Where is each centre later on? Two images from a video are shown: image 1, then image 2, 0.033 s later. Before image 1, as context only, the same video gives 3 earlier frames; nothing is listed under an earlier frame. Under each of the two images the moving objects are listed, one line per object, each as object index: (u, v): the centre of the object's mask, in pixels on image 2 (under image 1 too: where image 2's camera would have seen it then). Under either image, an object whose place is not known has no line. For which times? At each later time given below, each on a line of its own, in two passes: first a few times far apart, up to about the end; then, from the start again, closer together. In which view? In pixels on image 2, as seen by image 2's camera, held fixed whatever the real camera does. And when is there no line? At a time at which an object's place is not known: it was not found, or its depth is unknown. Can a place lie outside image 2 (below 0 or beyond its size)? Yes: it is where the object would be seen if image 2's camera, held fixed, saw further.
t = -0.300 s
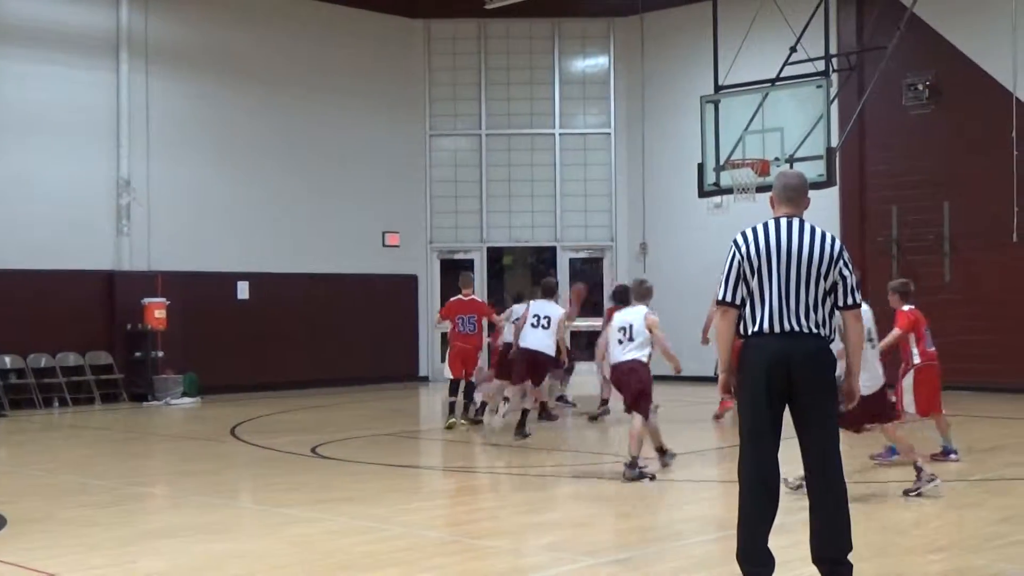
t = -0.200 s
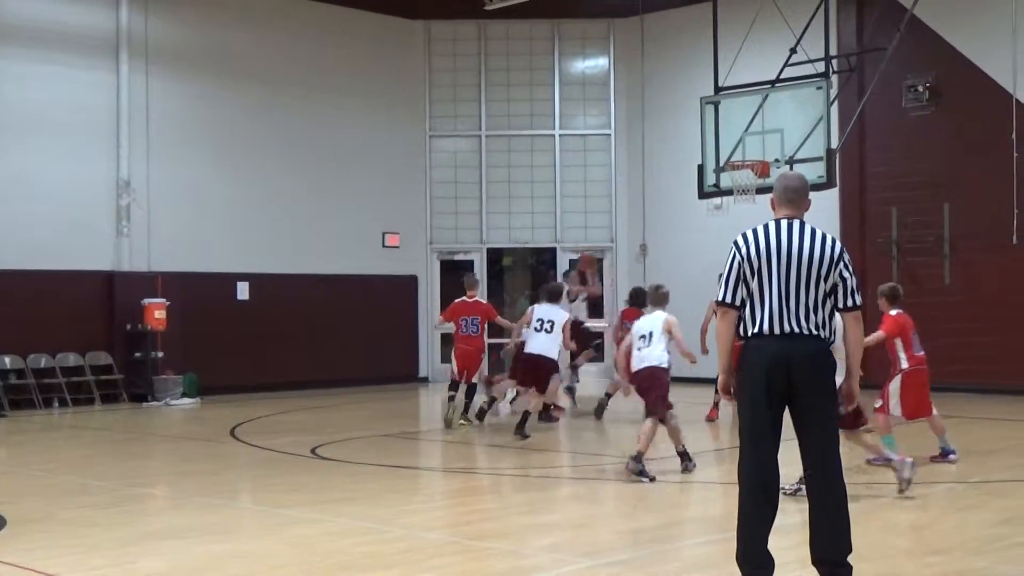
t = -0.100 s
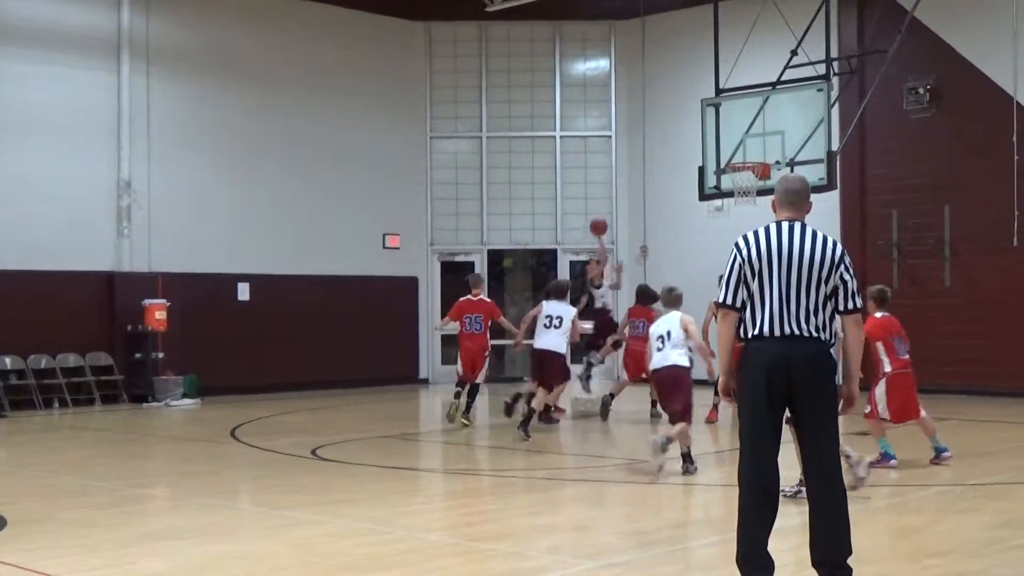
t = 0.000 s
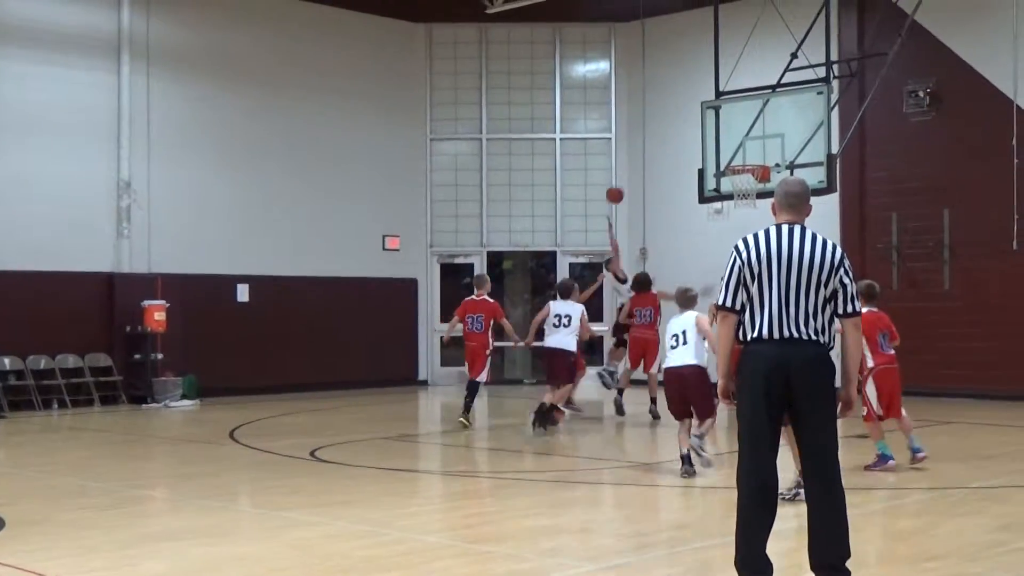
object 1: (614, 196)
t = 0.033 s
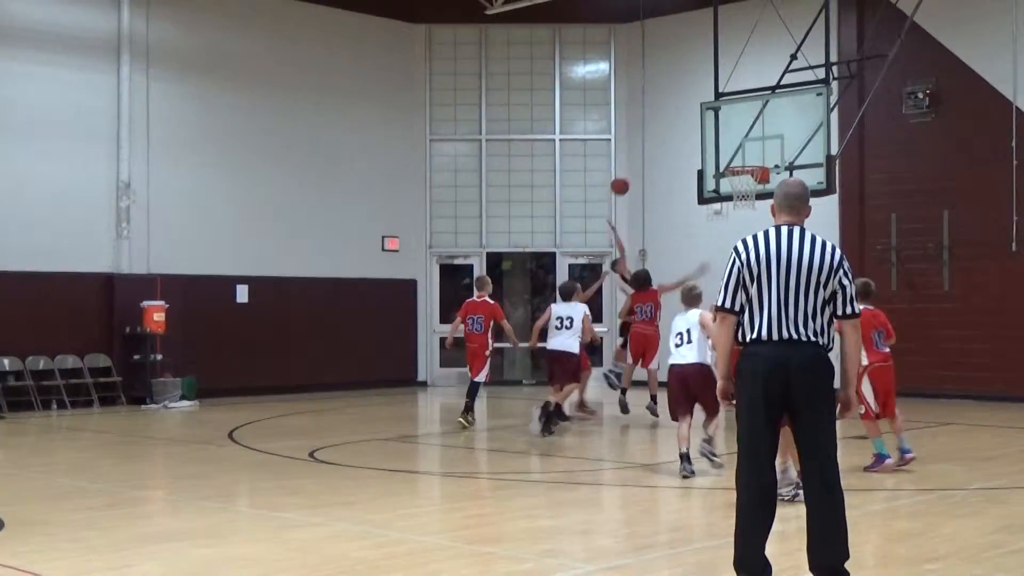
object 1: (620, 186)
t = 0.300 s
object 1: (666, 137)
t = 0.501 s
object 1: (704, 136)
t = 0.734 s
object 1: (748, 176)
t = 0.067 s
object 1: (625, 177)
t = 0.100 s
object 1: (631, 169)
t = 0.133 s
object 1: (637, 162)
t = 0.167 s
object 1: (643, 155)
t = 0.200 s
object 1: (649, 150)
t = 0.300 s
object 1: (666, 137)
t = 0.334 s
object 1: (673, 135)
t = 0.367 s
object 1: (679, 133)
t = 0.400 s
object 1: (685, 133)
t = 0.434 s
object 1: (691, 133)
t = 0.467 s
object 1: (697, 134)
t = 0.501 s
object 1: (704, 136)
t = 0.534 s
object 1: (710, 139)
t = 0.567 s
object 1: (716, 142)
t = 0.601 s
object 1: (723, 147)
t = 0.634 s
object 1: (730, 152)
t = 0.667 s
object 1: (736, 159)
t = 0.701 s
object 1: (742, 166)
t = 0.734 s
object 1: (748, 176)
